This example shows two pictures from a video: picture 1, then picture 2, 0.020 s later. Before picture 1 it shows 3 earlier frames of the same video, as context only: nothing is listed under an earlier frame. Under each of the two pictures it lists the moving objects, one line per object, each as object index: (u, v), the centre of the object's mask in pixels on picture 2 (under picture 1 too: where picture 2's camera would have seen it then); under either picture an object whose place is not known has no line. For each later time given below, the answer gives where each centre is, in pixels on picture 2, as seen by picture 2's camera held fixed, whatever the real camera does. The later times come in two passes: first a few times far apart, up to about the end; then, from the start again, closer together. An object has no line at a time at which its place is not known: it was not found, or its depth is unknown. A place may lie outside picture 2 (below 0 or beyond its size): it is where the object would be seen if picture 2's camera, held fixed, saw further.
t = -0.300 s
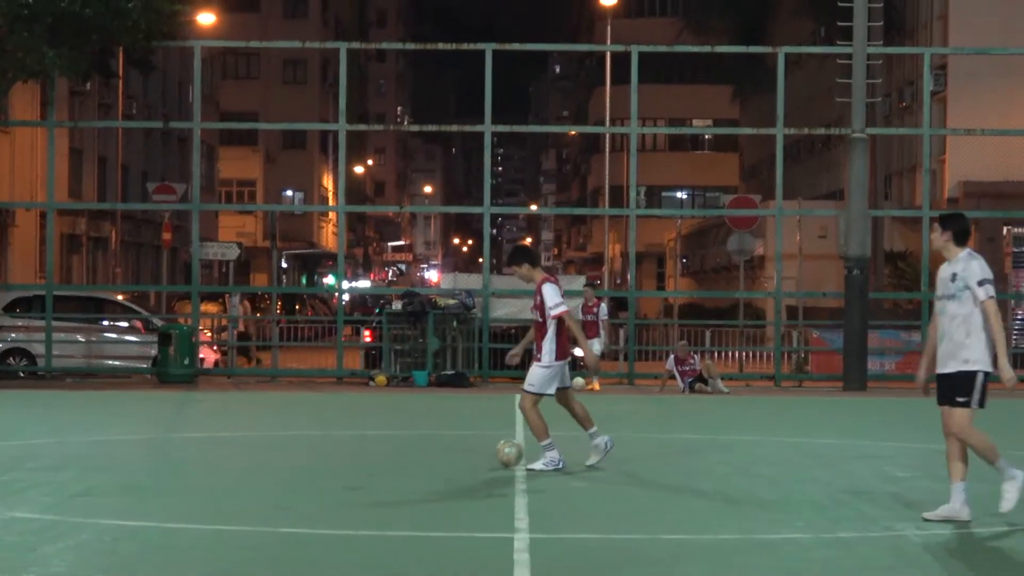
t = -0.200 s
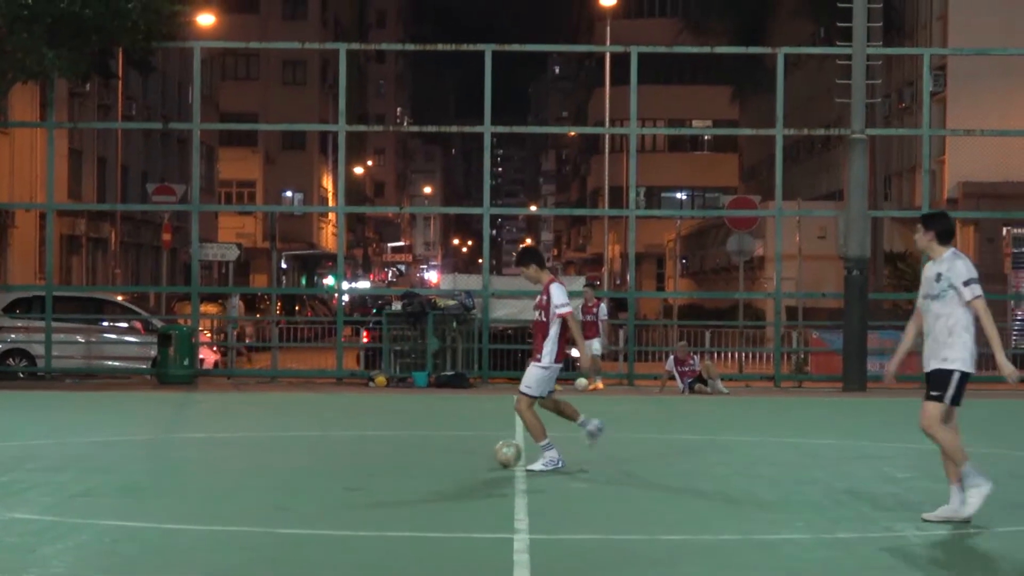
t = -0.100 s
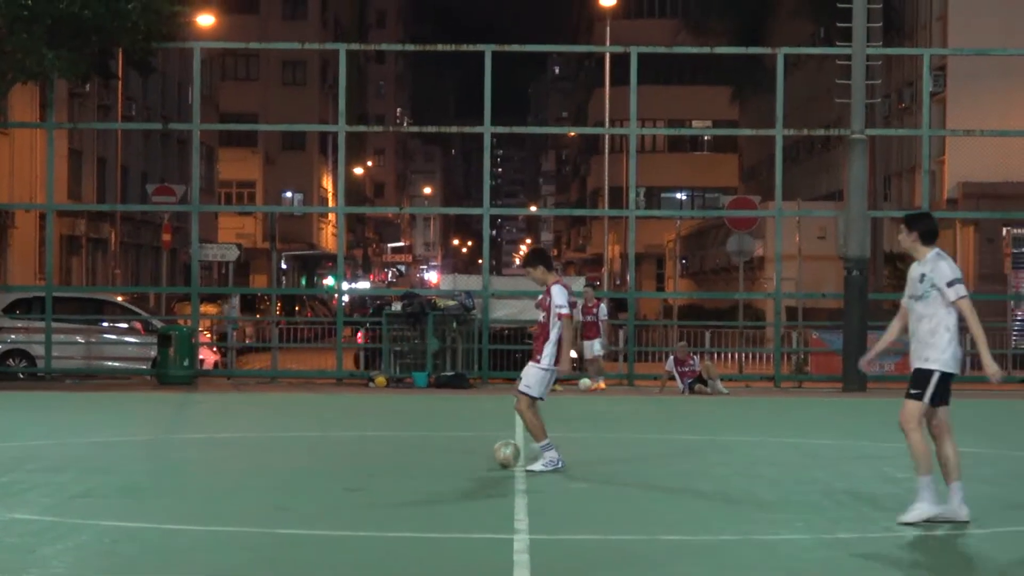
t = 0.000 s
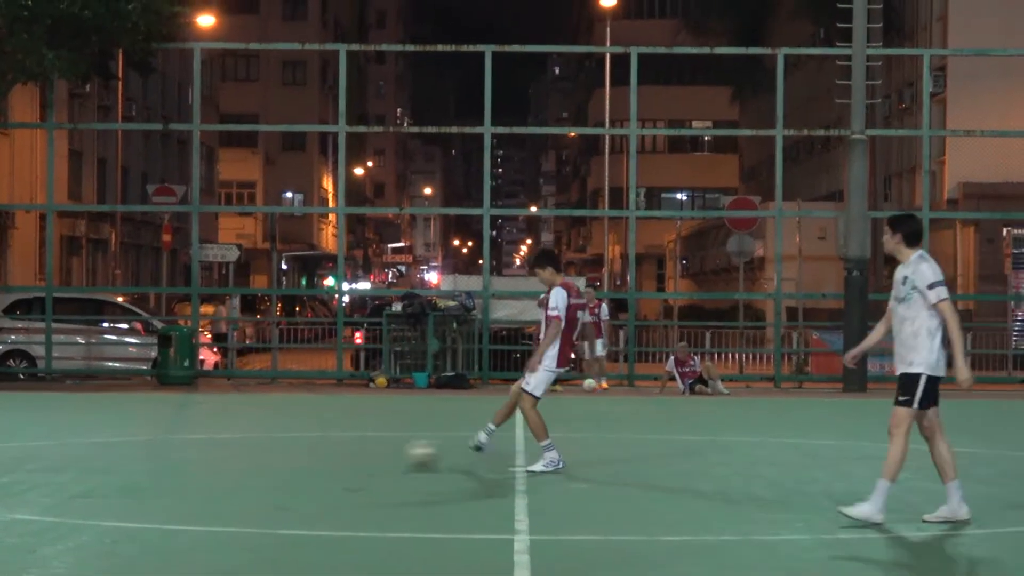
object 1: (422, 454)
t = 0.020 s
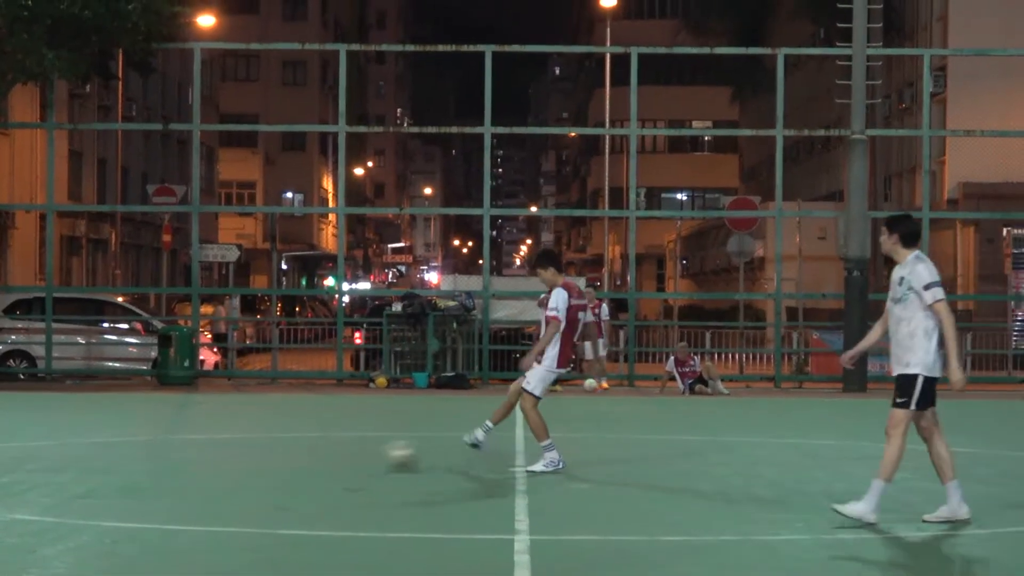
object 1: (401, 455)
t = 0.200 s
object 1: (224, 460)
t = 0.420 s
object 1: (37, 463)
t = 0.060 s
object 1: (357, 459)
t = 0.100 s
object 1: (318, 460)
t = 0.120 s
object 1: (297, 460)
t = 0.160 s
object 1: (260, 459)
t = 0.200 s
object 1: (224, 460)
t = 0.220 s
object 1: (206, 461)
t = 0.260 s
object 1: (169, 461)
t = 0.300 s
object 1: (137, 461)
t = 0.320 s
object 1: (120, 461)
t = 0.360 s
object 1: (86, 463)
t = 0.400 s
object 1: (54, 462)
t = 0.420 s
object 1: (37, 463)
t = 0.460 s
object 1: (4, 464)
